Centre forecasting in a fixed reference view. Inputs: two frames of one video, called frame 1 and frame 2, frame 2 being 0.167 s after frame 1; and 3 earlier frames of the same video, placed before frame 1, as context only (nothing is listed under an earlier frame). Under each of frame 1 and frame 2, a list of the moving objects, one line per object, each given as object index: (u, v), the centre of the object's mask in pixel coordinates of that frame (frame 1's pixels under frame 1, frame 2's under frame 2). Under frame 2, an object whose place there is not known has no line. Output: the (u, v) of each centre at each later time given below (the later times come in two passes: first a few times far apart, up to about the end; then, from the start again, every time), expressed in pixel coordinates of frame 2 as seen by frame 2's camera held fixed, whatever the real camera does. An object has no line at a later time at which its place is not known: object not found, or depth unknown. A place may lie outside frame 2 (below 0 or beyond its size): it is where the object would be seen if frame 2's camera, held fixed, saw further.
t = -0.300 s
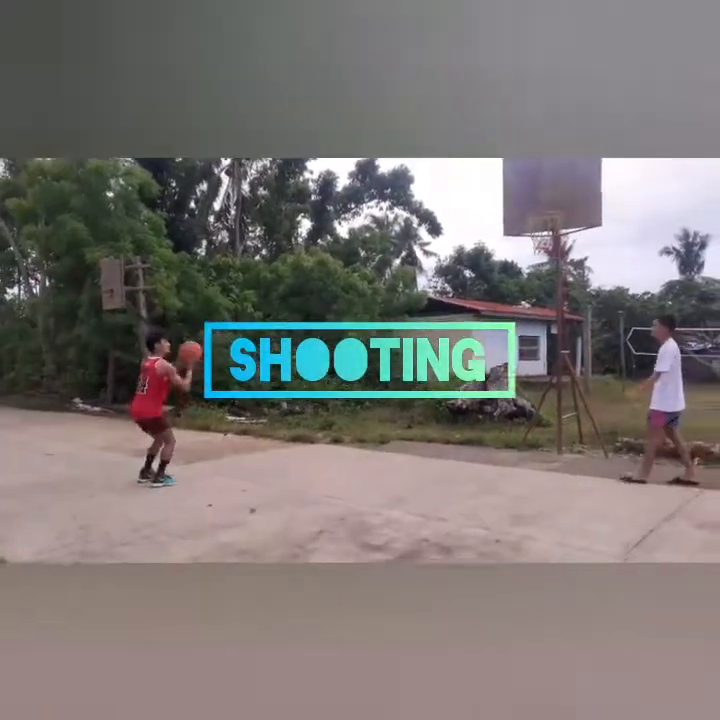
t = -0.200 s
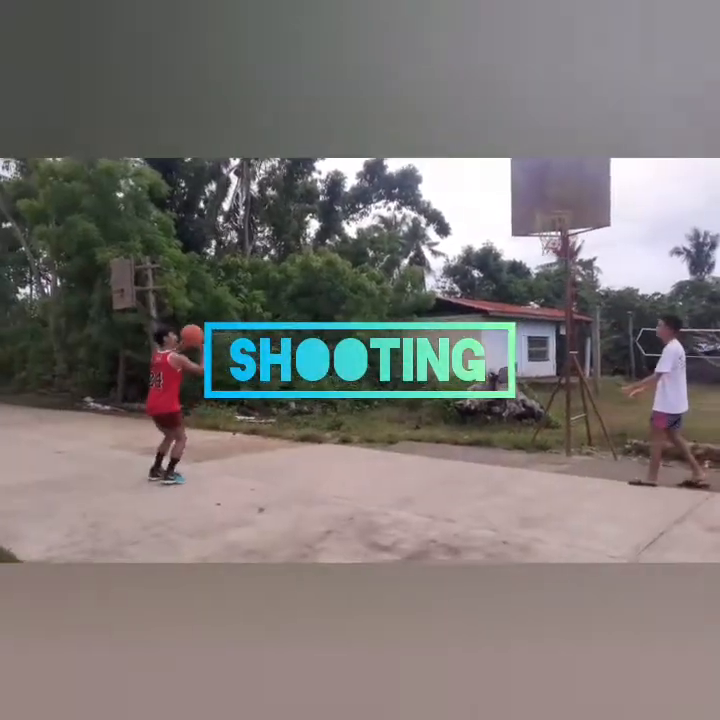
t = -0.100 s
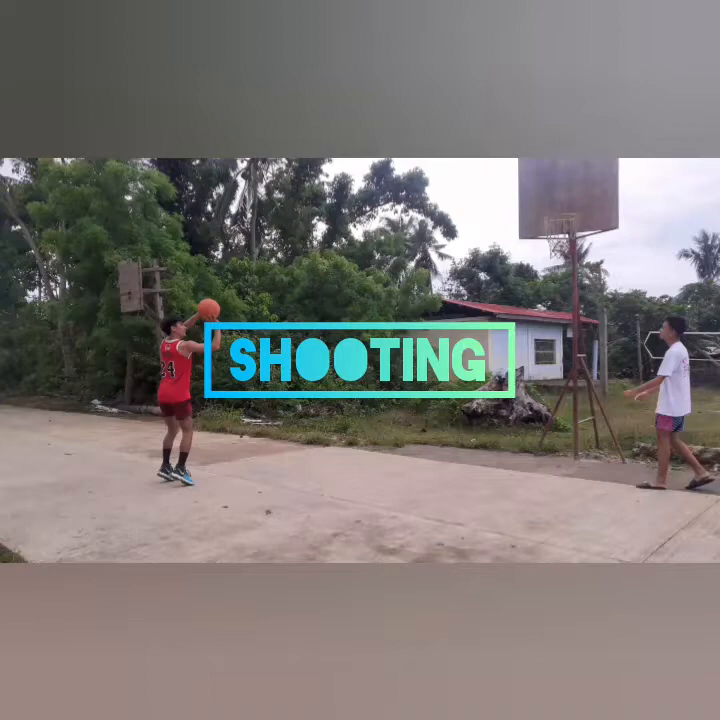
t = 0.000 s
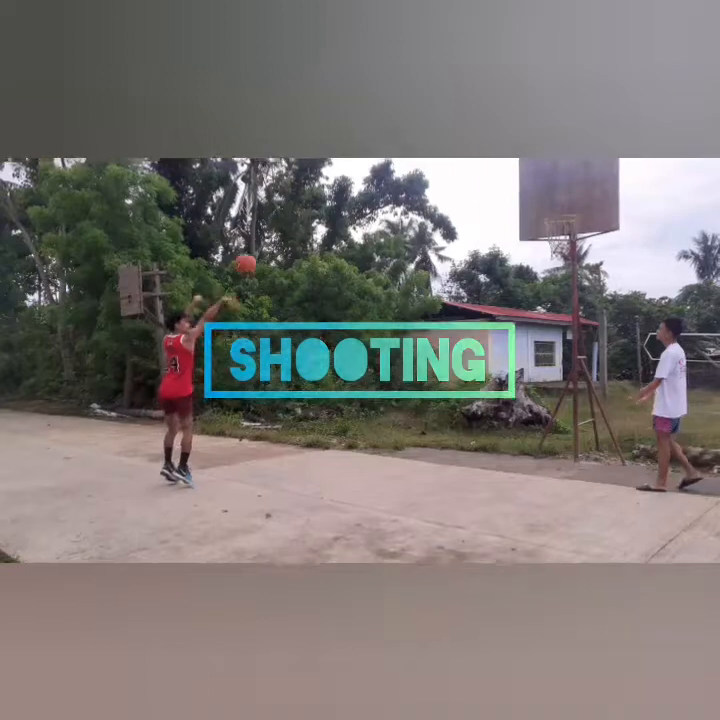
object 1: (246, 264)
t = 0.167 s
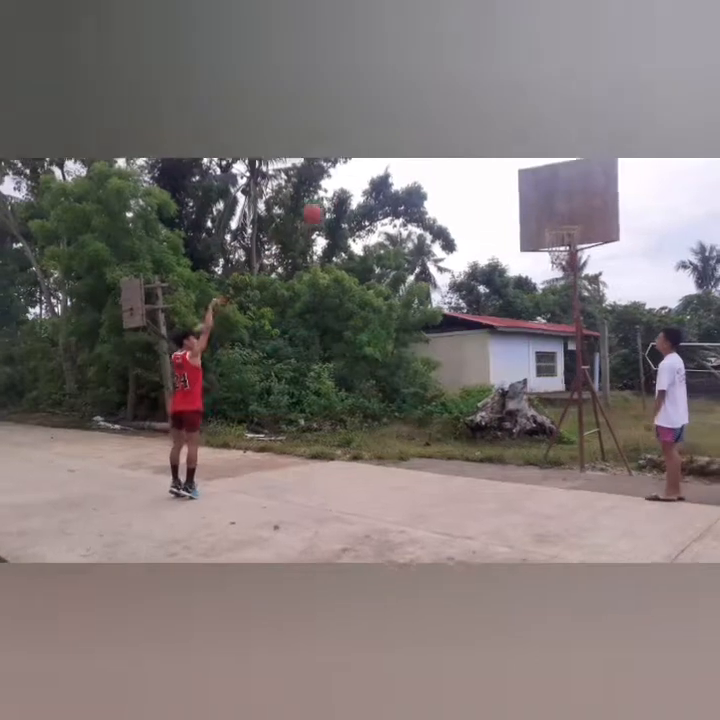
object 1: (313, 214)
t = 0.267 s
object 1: (354, 189)
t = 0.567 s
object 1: (460, 165)
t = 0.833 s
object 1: (550, 204)
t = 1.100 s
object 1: (573, 240)
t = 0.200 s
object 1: (325, 205)
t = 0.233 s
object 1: (338, 198)
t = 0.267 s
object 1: (354, 189)
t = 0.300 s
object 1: (365, 182)
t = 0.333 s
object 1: (377, 178)
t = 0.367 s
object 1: (389, 172)
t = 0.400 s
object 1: (401, 169)
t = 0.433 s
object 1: (413, 166)
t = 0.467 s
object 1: (425, 165)
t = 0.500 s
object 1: (437, 164)
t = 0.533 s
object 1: (448, 164)
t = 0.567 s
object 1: (460, 165)
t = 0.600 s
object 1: (472, 167)
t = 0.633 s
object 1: (483, 169)
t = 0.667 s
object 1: (494, 173)
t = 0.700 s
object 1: (506, 177)
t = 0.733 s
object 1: (516, 183)
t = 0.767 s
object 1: (527, 190)
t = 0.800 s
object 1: (538, 197)
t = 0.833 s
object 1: (550, 204)
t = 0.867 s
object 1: (559, 212)
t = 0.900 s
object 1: (572, 227)
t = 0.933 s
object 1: (574, 231)
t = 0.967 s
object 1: (572, 231)
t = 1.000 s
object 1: (569, 231)
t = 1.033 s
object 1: (569, 234)
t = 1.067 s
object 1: (567, 236)
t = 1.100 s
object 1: (573, 240)
